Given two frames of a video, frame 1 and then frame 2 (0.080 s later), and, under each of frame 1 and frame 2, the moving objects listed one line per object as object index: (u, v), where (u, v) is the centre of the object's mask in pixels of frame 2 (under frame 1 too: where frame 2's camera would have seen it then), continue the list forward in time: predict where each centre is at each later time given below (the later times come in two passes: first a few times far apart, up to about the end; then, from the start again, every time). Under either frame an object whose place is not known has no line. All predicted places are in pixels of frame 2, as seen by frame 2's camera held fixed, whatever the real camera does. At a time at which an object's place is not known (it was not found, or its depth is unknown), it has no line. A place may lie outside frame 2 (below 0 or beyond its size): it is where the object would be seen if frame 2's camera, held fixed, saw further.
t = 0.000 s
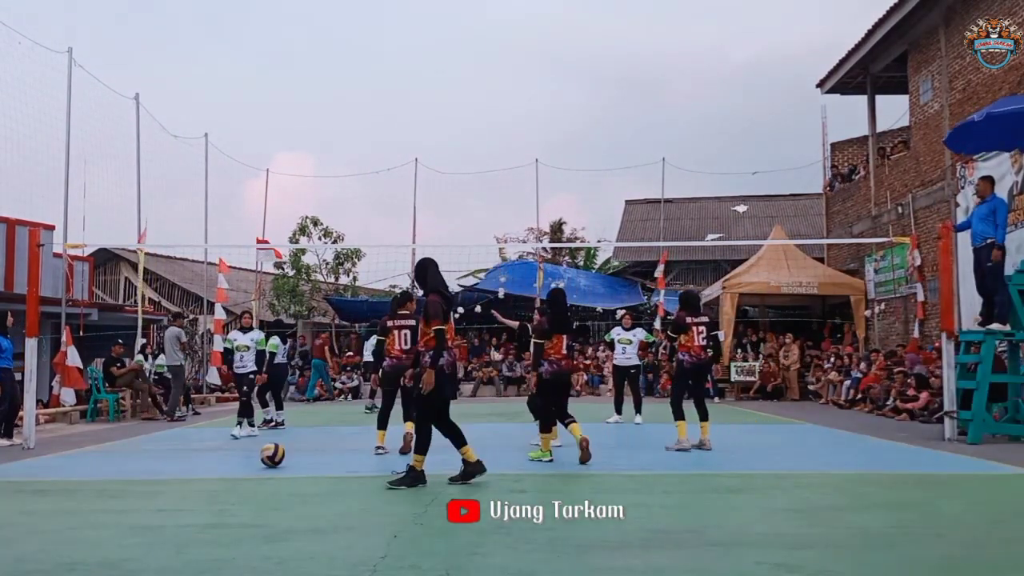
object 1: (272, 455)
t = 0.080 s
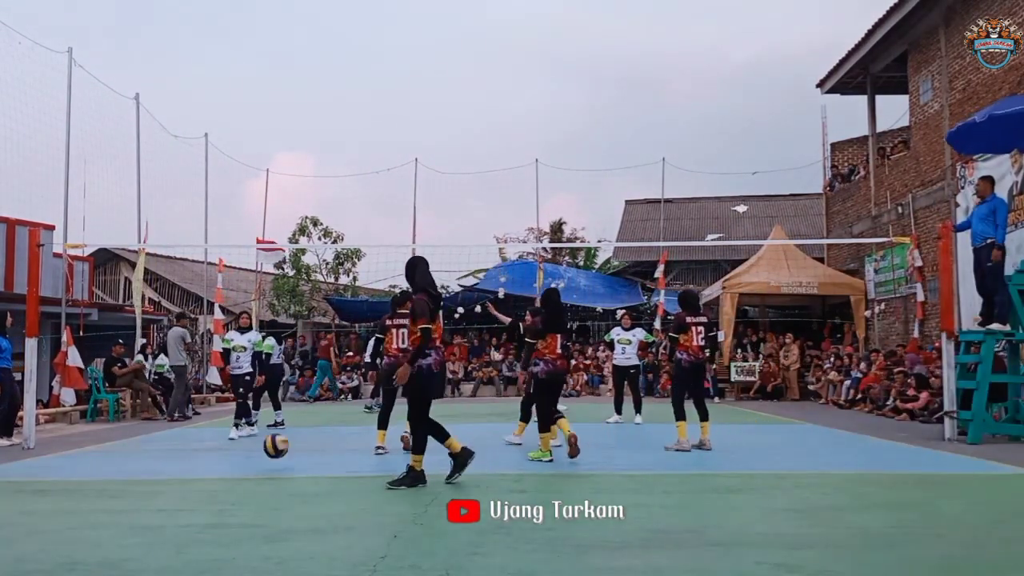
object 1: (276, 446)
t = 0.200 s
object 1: (280, 448)
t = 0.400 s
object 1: (288, 460)
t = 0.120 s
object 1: (277, 445)
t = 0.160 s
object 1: (278, 446)
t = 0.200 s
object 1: (280, 448)
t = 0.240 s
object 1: (281, 452)
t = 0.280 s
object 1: (282, 458)
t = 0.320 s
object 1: (285, 466)
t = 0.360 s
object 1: (286, 462)
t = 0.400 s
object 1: (288, 460)
